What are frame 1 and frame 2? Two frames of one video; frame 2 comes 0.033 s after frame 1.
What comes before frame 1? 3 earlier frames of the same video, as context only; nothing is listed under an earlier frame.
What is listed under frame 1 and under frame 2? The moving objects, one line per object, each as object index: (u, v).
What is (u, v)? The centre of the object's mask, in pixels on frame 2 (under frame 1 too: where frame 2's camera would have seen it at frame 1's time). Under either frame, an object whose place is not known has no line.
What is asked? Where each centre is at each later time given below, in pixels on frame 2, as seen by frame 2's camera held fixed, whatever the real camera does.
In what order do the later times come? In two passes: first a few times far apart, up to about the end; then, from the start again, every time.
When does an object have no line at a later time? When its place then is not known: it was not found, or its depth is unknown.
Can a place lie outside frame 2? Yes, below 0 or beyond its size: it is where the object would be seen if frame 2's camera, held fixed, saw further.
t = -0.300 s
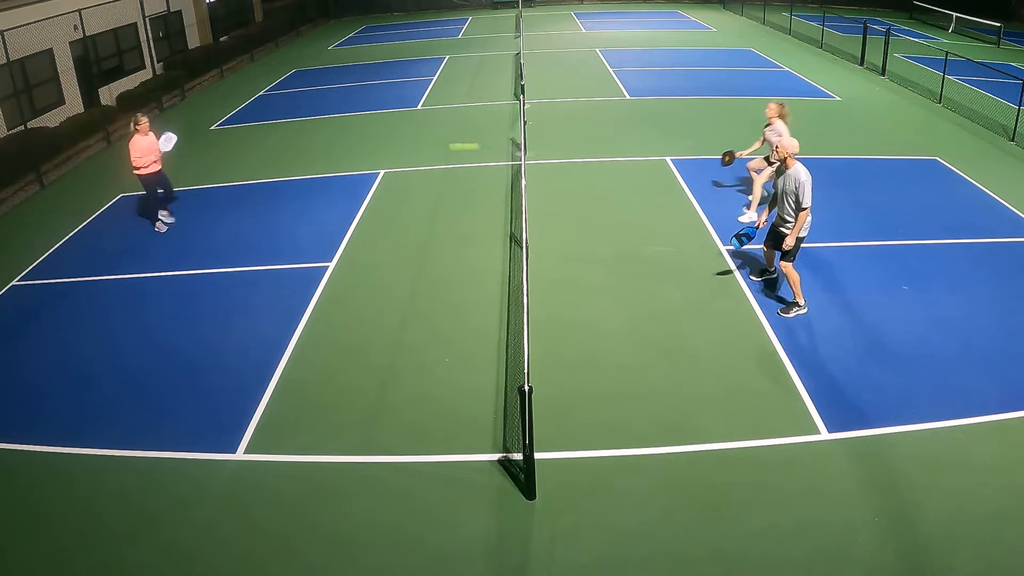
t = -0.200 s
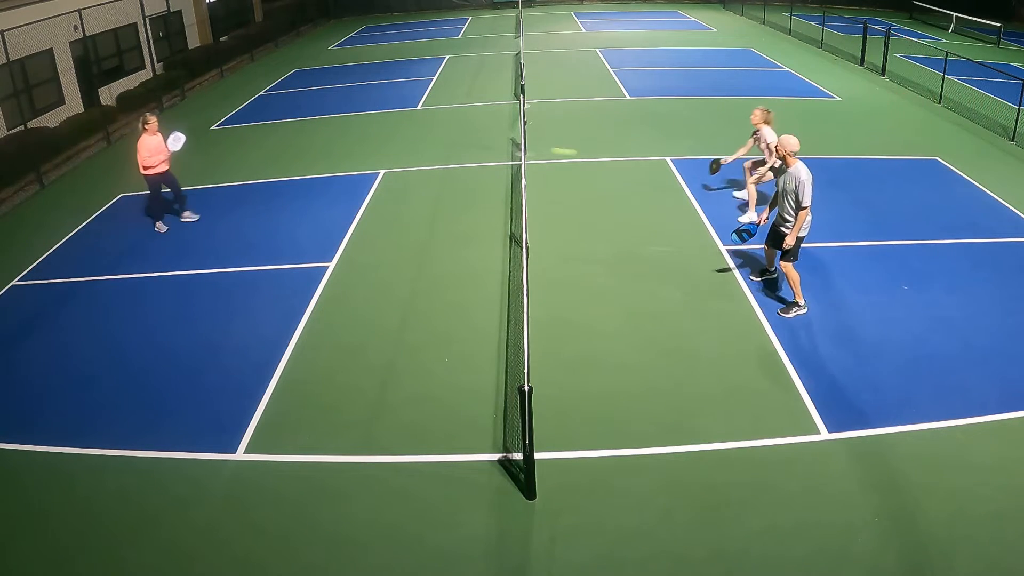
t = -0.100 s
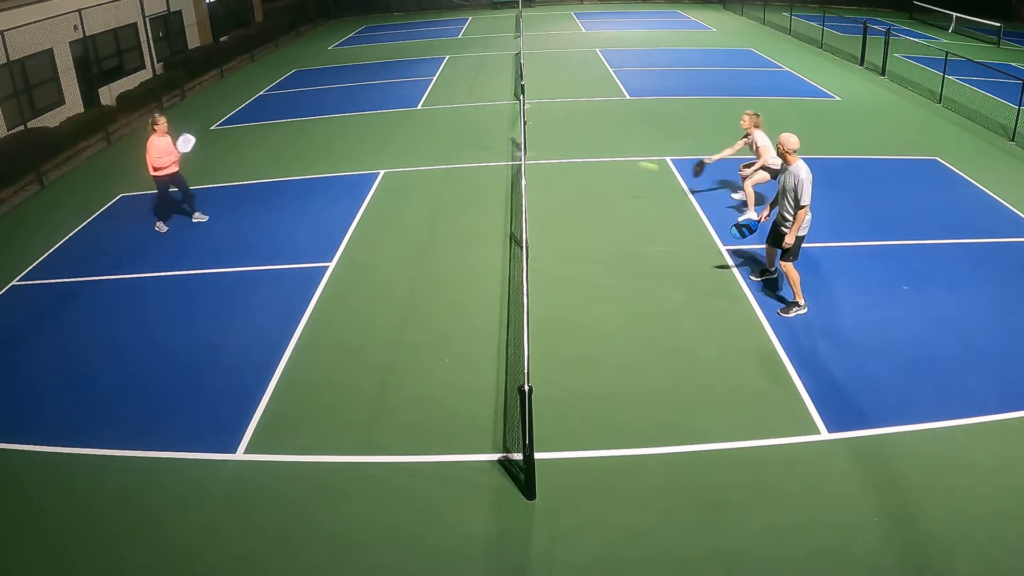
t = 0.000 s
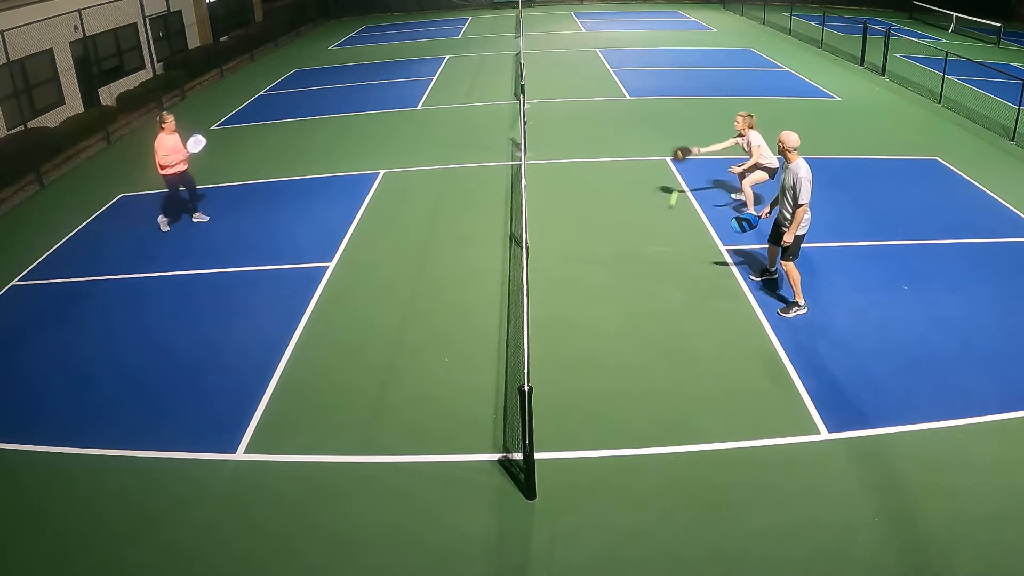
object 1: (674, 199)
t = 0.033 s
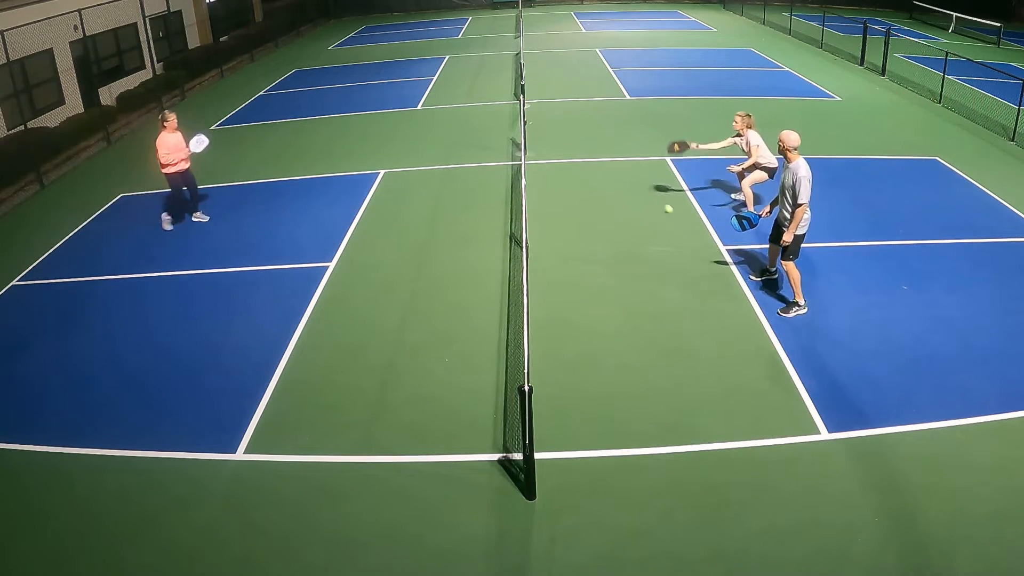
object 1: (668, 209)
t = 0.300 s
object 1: (619, 186)
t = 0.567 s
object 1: (562, 226)
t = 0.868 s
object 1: (530, 264)
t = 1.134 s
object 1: (534, 294)
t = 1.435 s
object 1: (536, 312)
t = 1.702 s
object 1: (541, 329)
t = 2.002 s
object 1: (544, 351)
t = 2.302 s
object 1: (546, 372)
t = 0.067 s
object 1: (663, 203)
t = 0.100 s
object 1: (657, 198)
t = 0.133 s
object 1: (651, 193)
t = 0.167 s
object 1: (645, 190)
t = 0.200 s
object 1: (639, 188)
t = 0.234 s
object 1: (632, 186)
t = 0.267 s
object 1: (626, 185)
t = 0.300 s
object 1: (619, 186)
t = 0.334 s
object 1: (612, 187)
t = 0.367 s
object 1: (605, 190)
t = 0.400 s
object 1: (598, 193)
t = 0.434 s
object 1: (591, 198)
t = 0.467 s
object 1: (584, 203)
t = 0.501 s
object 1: (576, 210)
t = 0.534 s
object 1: (569, 218)
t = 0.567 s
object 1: (562, 226)
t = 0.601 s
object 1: (555, 237)
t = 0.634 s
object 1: (547, 248)
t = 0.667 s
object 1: (540, 261)
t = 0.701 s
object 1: (533, 272)
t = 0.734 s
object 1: (530, 272)
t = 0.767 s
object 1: (530, 269)
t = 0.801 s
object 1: (529, 266)
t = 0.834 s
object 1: (529, 264)
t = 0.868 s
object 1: (530, 264)
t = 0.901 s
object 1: (530, 264)
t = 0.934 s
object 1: (531, 266)
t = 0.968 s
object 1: (531, 268)
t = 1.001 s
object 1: (532, 271)
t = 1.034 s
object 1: (533, 277)
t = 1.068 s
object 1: (533, 284)
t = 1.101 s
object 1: (534, 290)
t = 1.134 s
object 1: (534, 294)
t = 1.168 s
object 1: (532, 293)
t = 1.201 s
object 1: (530, 293)
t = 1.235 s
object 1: (529, 293)
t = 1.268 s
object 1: (529, 294)
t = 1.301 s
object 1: (530, 296)
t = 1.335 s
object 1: (532, 299)
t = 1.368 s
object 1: (533, 303)
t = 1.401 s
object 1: (535, 307)
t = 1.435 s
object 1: (536, 312)
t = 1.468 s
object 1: (537, 314)
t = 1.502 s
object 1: (537, 314)
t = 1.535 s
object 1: (538, 315)
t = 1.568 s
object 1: (539, 316)
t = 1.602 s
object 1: (539, 319)
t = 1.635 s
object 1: (540, 323)
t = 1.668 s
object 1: (541, 327)
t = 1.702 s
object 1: (541, 329)
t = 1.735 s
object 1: (541, 330)
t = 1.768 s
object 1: (541, 331)
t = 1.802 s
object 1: (541, 334)
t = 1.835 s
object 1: (542, 338)
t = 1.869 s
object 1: (542, 341)
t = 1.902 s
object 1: (542, 342)
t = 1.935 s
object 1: (543, 344)
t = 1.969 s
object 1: (543, 347)
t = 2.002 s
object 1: (544, 351)
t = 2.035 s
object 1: (544, 352)
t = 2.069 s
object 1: (544, 354)
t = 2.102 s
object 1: (545, 357)
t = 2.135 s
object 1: (545, 360)
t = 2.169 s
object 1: (545, 361)
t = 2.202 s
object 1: (545, 364)
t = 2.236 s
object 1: (545, 367)
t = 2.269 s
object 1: (546, 369)
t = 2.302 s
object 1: (546, 372)
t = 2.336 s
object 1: (546, 374)
